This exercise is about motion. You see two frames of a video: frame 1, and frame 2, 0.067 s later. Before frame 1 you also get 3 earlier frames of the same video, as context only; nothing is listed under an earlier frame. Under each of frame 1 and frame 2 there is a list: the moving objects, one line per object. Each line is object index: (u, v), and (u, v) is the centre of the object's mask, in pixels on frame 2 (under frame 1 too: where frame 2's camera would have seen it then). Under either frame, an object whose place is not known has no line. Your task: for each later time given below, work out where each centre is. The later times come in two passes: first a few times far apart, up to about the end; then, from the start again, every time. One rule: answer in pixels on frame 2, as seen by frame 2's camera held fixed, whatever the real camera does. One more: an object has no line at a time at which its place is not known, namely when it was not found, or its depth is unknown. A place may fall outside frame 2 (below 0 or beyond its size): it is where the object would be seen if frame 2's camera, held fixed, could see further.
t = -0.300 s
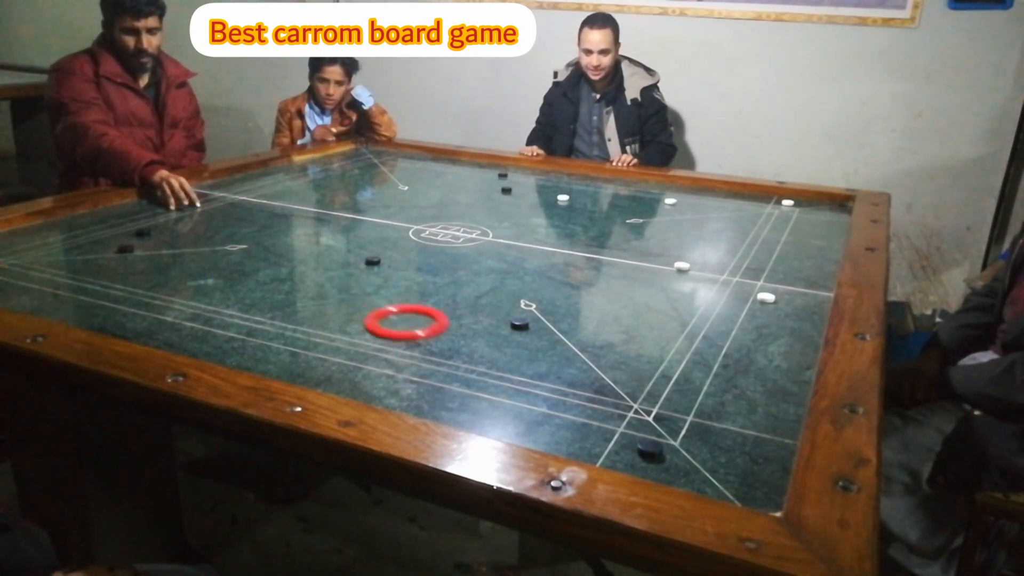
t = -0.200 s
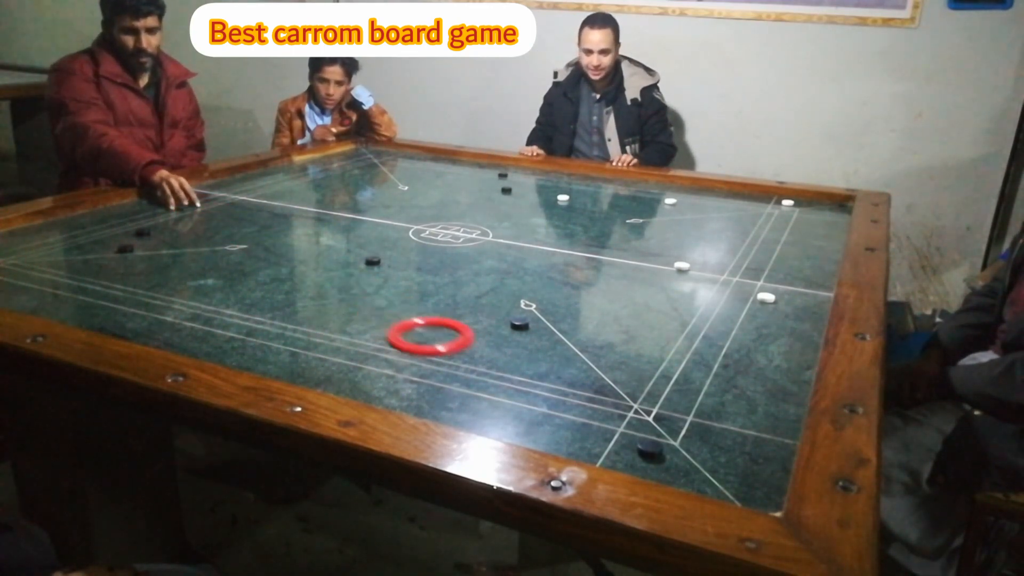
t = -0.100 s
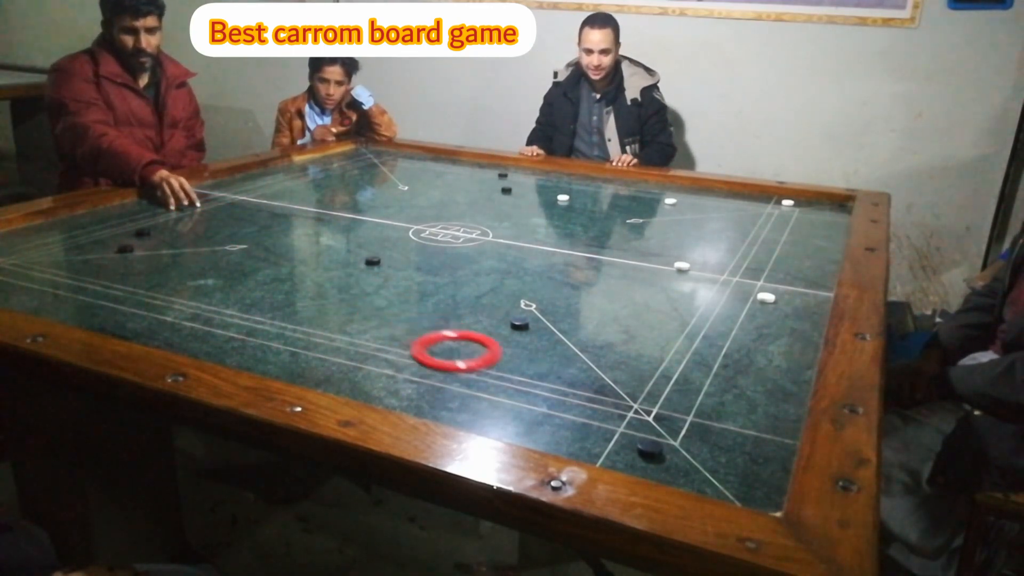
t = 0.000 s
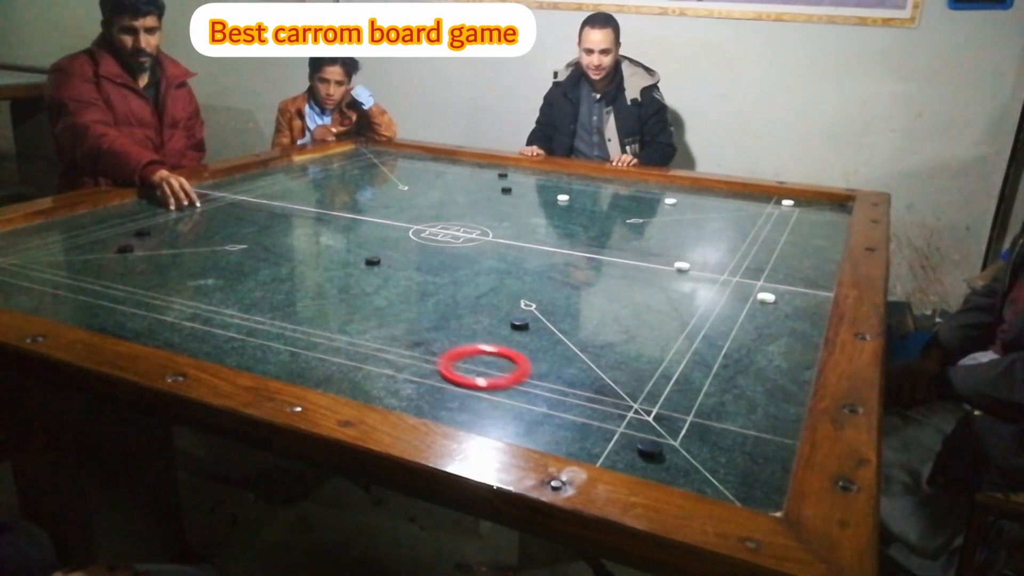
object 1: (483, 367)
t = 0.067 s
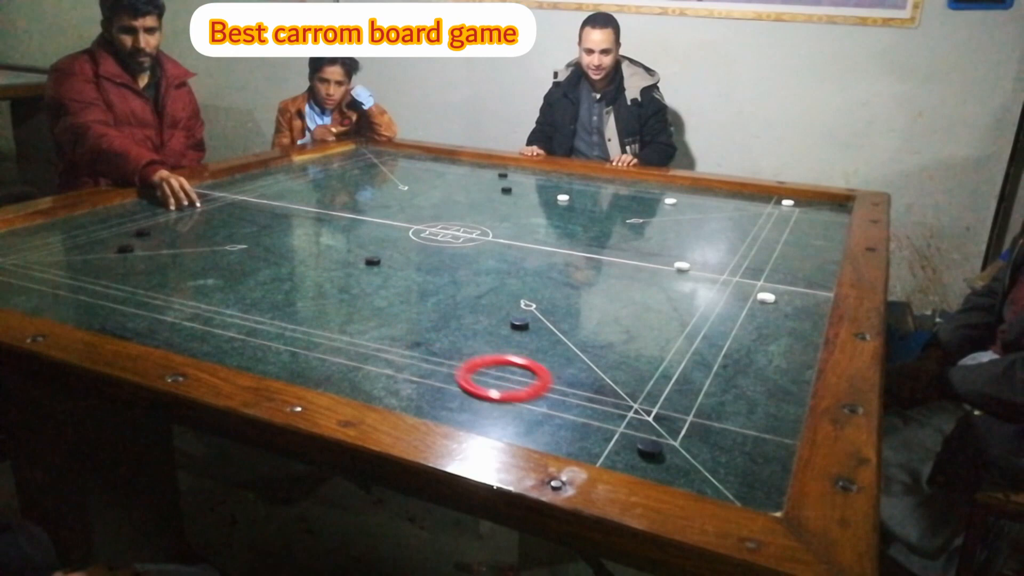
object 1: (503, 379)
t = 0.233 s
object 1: (559, 411)
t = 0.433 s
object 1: (628, 449)
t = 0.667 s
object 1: (703, 465)
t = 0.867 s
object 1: (720, 446)
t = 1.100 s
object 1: (690, 420)
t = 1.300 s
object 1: (666, 401)
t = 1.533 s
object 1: (642, 381)
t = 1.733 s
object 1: (623, 365)
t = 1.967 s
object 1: (603, 350)
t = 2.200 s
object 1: (586, 337)
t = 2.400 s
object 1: (572, 326)
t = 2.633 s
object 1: (558, 315)
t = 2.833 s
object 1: (546, 306)
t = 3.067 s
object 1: (534, 298)
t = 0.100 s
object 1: (513, 384)
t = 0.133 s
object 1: (524, 391)
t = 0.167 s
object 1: (536, 397)
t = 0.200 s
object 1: (547, 404)
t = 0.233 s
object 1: (559, 411)
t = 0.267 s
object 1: (570, 418)
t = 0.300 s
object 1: (583, 426)
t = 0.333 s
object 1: (594, 432)
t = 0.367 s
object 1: (605, 438)
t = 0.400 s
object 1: (616, 444)
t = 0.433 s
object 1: (628, 449)
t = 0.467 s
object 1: (639, 454)
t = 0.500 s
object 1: (651, 460)
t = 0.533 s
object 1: (664, 463)
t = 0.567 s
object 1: (674, 464)
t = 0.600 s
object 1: (683, 465)
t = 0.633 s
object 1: (694, 465)
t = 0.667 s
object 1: (703, 465)
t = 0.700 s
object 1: (713, 464)
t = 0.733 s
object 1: (721, 462)
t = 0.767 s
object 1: (729, 461)
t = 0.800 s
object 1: (730, 454)
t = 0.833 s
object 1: (725, 450)
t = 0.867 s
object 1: (720, 446)
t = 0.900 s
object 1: (715, 442)
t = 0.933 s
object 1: (711, 438)
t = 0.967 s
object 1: (706, 435)
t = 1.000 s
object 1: (702, 431)
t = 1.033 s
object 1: (698, 427)
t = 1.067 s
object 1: (694, 423)
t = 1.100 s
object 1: (690, 420)
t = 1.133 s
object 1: (686, 416)
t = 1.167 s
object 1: (681, 413)
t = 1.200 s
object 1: (678, 410)
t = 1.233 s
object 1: (673, 406)
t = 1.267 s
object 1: (670, 403)
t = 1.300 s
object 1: (666, 401)
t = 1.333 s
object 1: (662, 397)
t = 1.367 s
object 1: (659, 394)
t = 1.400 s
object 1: (655, 392)
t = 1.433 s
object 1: (652, 389)
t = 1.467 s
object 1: (649, 386)
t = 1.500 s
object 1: (645, 383)
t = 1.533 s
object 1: (642, 381)
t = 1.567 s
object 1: (639, 378)
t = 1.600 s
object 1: (635, 375)
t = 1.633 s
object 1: (632, 373)
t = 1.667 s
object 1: (629, 370)
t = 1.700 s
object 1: (626, 368)
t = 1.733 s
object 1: (623, 365)
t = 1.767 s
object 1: (620, 364)
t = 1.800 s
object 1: (617, 361)
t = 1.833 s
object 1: (614, 359)
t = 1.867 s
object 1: (611, 356)
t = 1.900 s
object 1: (609, 355)
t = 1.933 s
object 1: (606, 352)
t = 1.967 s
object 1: (603, 350)
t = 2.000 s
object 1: (601, 348)
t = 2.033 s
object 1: (598, 346)
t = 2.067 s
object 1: (596, 344)
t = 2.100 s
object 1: (593, 342)
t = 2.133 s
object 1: (591, 340)
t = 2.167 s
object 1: (588, 338)
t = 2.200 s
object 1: (586, 337)
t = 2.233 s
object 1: (583, 335)
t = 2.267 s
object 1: (581, 333)
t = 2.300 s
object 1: (579, 331)
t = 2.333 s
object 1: (577, 329)
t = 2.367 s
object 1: (574, 328)
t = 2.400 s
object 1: (572, 326)
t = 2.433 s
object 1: (570, 324)
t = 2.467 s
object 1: (568, 323)
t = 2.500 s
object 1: (566, 321)
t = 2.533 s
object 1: (564, 320)
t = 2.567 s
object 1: (562, 318)
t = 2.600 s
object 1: (560, 316)
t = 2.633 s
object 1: (558, 315)
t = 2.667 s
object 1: (556, 313)
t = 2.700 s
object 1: (554, 312)
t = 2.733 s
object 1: (552, 310)
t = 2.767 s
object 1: (550, 309)
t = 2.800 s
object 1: (548, 308)
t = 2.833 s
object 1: (546, 306)
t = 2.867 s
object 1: (544, 305)
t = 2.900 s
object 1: (542, 304)
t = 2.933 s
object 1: (541, 302)
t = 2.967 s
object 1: (539, 301)
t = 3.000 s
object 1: (538, 300)
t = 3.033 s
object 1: (536, 299)
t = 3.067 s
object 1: (534, 298)
